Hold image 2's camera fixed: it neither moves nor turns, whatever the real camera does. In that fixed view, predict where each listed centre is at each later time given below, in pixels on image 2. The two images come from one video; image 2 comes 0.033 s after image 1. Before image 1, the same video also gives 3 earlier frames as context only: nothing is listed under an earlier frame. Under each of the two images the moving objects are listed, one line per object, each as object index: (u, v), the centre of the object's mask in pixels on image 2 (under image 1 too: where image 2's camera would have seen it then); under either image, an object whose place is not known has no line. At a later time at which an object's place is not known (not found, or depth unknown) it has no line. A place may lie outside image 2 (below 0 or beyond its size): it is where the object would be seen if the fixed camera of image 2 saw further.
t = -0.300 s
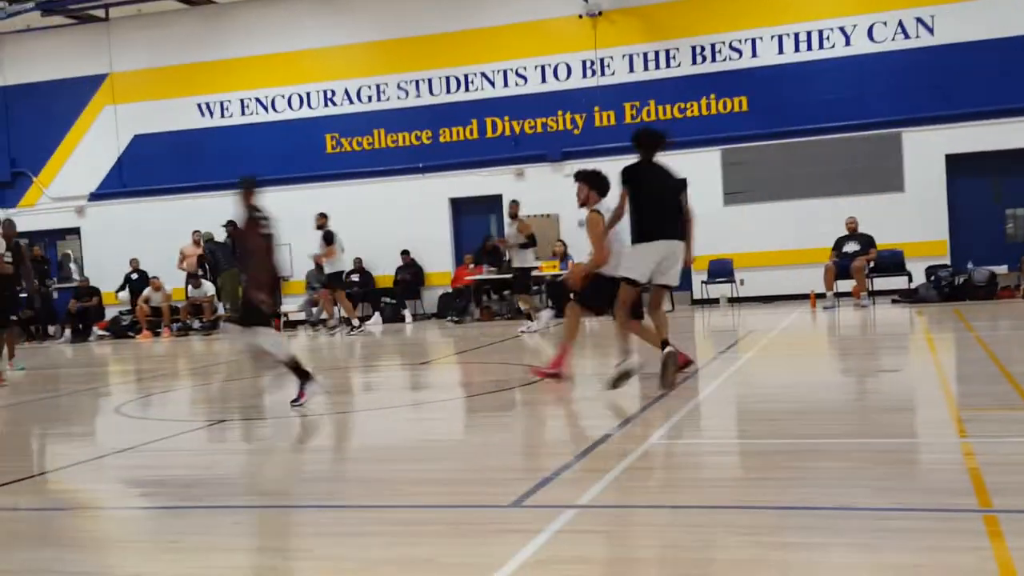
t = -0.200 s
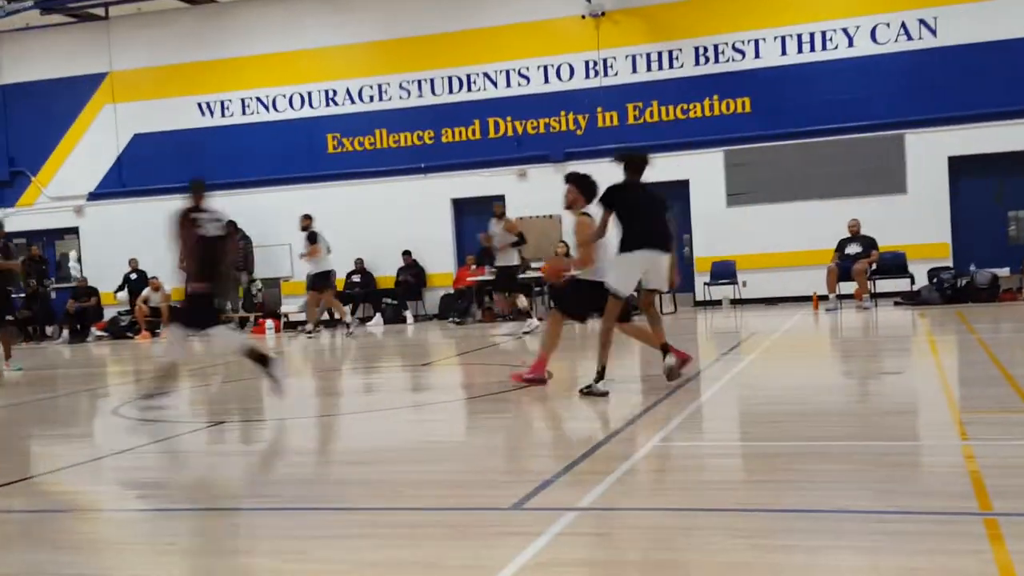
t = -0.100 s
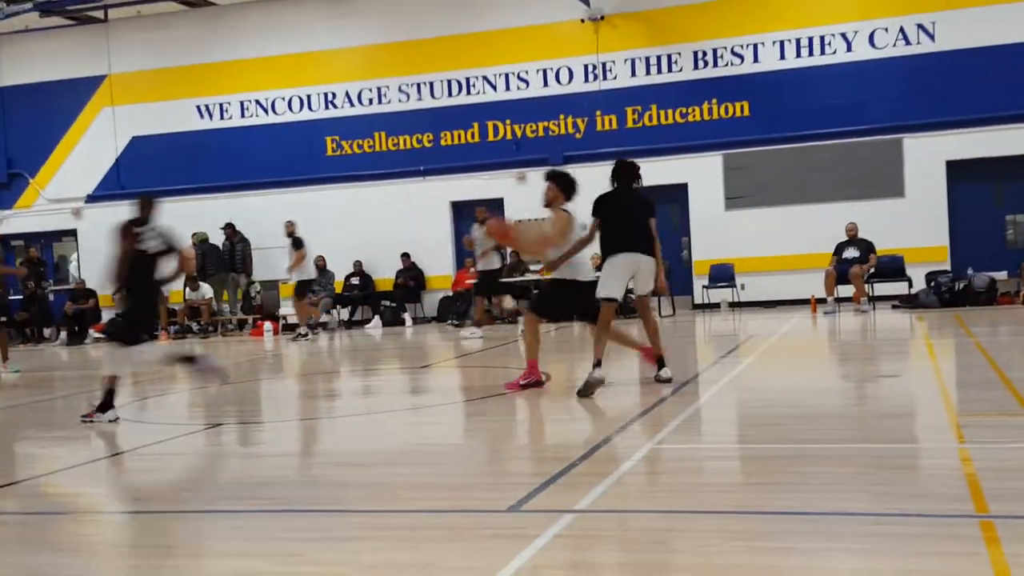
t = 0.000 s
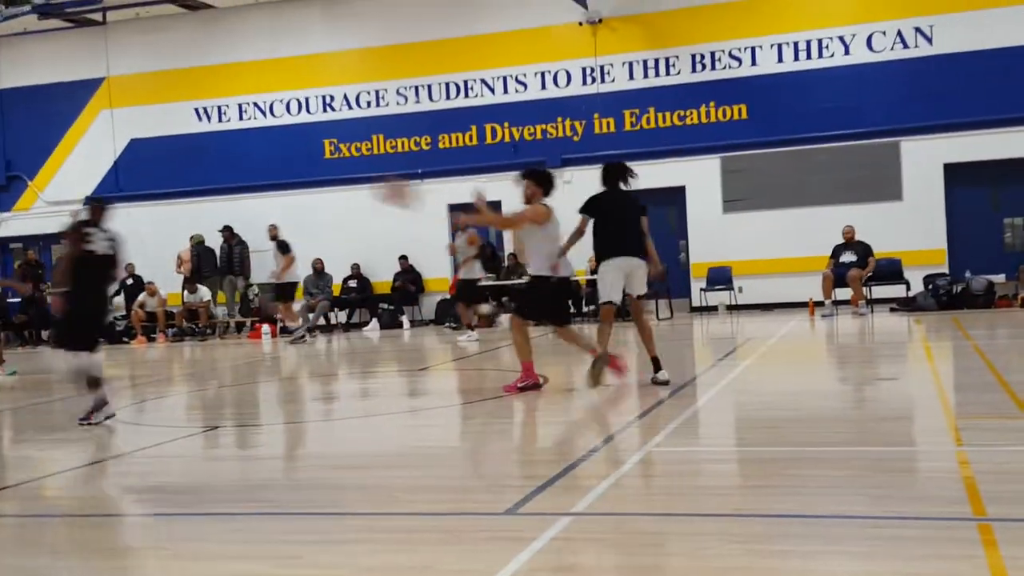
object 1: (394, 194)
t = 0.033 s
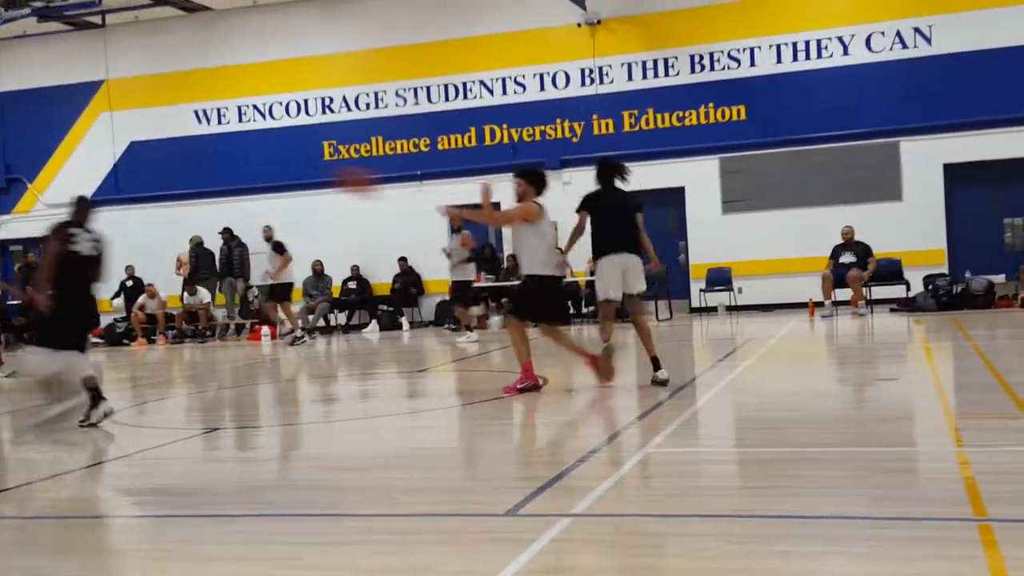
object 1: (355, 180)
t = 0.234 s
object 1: (95, 126)
